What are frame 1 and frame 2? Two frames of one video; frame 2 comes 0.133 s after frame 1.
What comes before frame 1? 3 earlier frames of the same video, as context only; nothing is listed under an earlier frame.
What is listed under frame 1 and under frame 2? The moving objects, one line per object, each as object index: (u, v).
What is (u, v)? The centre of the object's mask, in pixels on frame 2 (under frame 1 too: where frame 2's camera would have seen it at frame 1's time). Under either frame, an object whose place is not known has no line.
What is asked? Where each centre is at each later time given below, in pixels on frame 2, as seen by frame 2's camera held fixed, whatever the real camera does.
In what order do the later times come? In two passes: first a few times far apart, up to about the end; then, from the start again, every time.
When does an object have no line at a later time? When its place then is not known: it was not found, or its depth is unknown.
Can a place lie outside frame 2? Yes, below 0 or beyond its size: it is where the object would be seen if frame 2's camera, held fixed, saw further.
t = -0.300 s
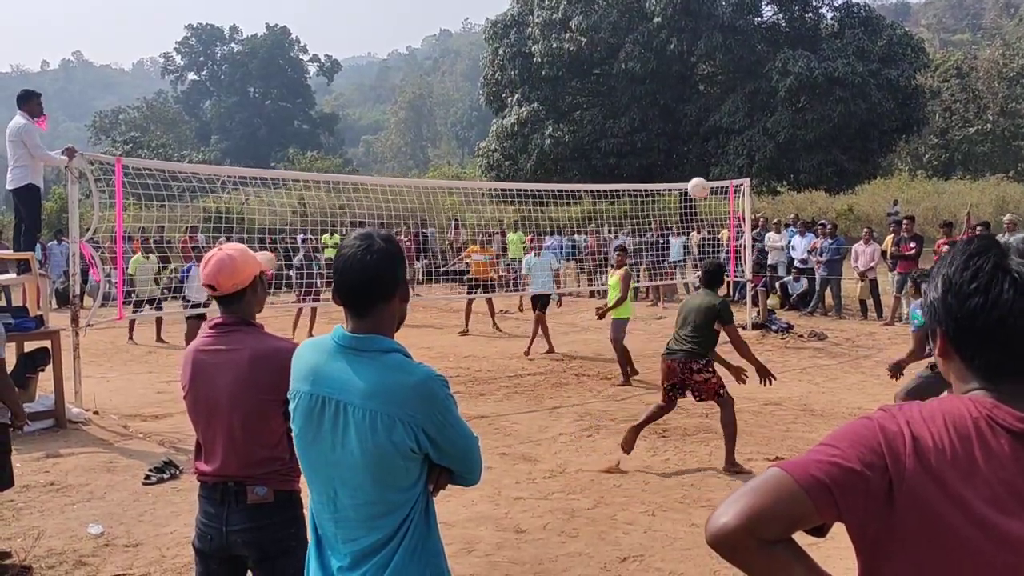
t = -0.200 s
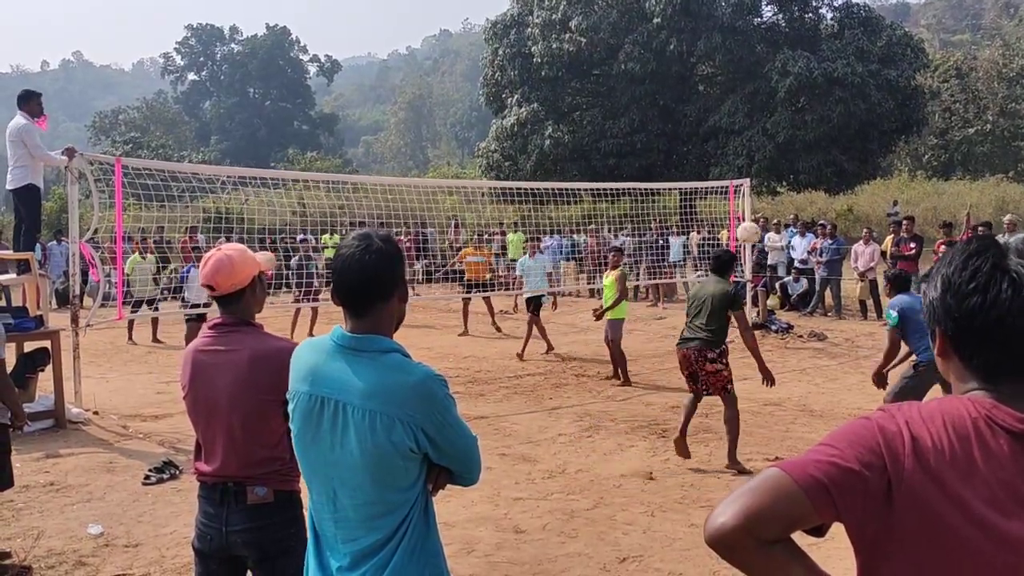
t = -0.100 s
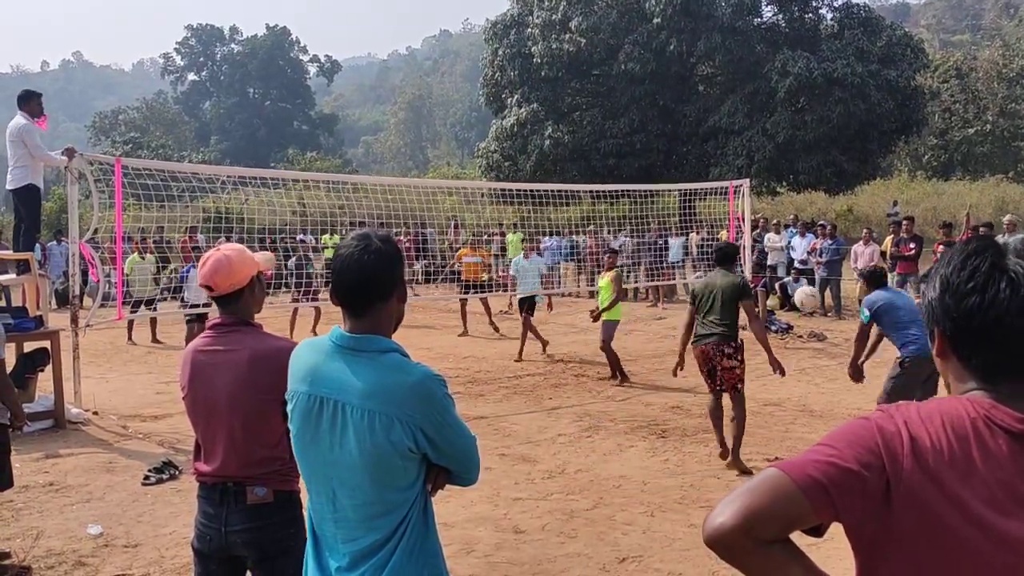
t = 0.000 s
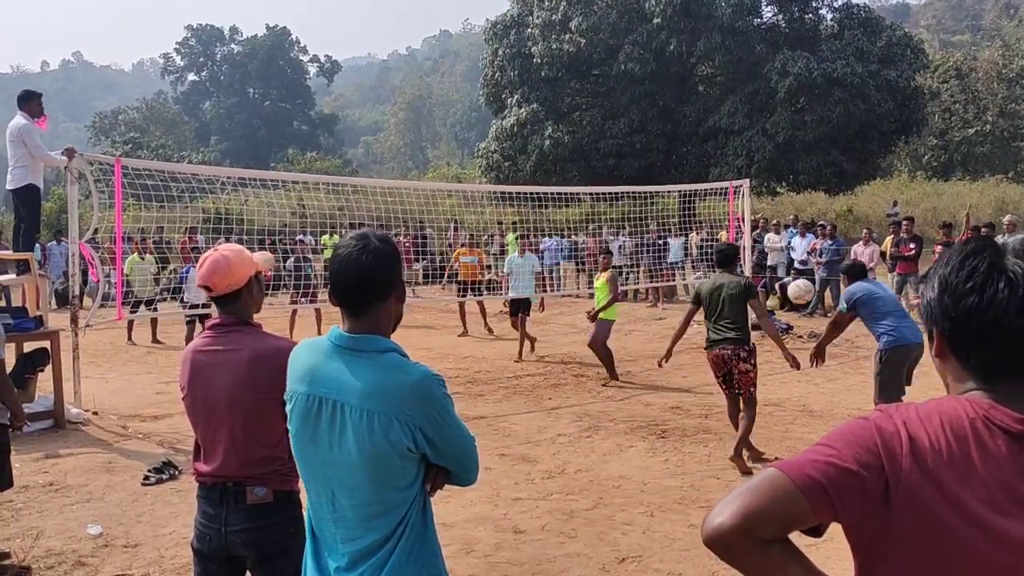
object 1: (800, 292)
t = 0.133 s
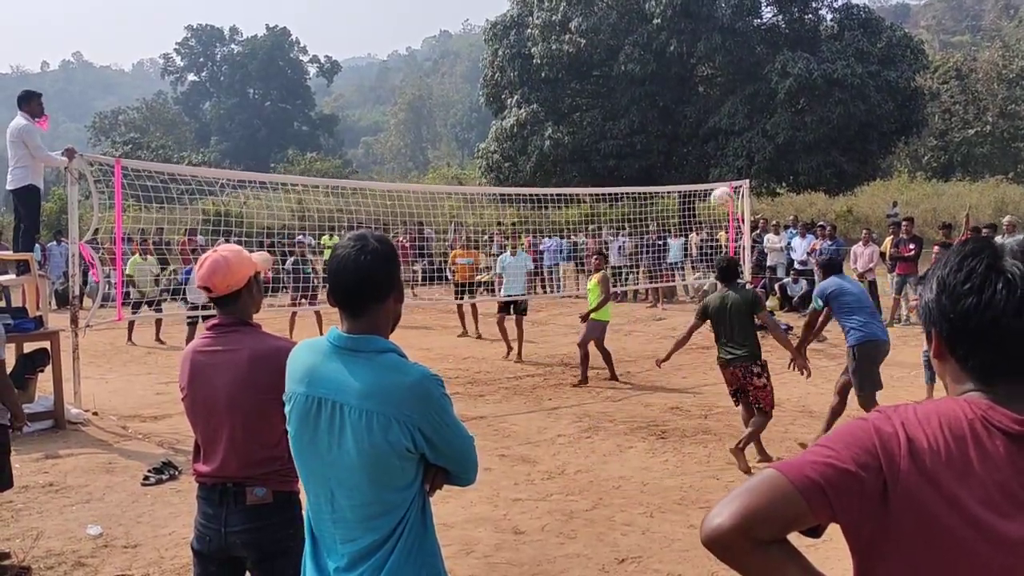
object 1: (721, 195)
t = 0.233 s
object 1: (674, 147)
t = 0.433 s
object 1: (596, 88)
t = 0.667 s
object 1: (529, 75)
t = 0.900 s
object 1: (478, 108)
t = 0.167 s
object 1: (706, 179)
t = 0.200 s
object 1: (690, 162)
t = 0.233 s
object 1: (674, 147)
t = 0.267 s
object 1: (659, 133)
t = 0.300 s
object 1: (645, 121)
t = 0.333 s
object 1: (632, 111)
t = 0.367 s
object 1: (619, 102)
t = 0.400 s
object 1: (608, 94)
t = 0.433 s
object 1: (596, 88)
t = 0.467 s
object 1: (585, 83)
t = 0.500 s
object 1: (575, 78)
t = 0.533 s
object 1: (565, 75)
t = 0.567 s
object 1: (555, 74)
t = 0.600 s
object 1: (546, 73)
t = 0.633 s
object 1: (537, 73)
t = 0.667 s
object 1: (529, 75)
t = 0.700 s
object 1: (520, 77)
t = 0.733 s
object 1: (513, 80)
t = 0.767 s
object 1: (505, 84)
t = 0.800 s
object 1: (498, 89)
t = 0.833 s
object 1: (491, 95)
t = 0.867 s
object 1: (484, 101)
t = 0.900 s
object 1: (478, 108)
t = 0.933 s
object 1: (472, 115)
